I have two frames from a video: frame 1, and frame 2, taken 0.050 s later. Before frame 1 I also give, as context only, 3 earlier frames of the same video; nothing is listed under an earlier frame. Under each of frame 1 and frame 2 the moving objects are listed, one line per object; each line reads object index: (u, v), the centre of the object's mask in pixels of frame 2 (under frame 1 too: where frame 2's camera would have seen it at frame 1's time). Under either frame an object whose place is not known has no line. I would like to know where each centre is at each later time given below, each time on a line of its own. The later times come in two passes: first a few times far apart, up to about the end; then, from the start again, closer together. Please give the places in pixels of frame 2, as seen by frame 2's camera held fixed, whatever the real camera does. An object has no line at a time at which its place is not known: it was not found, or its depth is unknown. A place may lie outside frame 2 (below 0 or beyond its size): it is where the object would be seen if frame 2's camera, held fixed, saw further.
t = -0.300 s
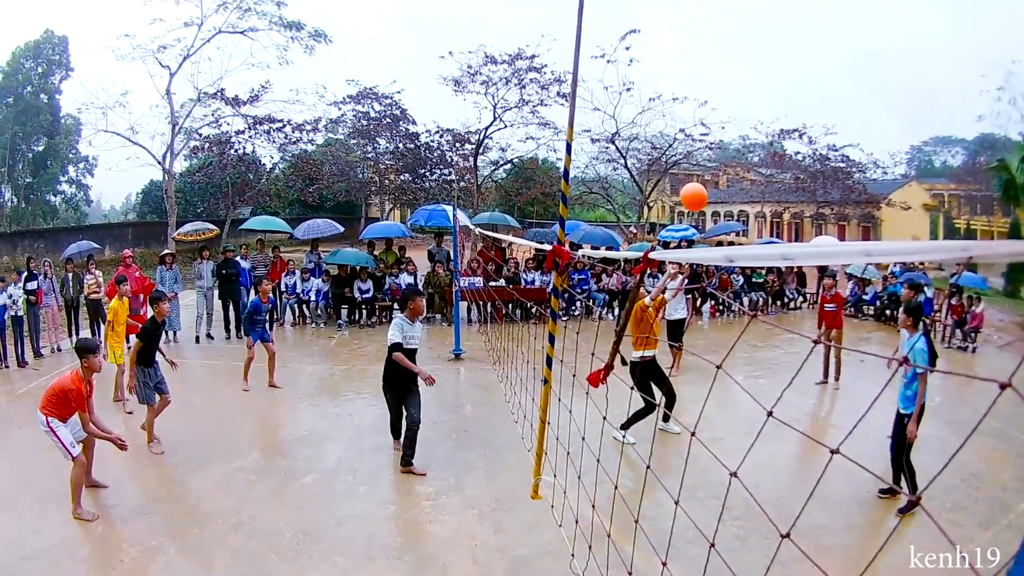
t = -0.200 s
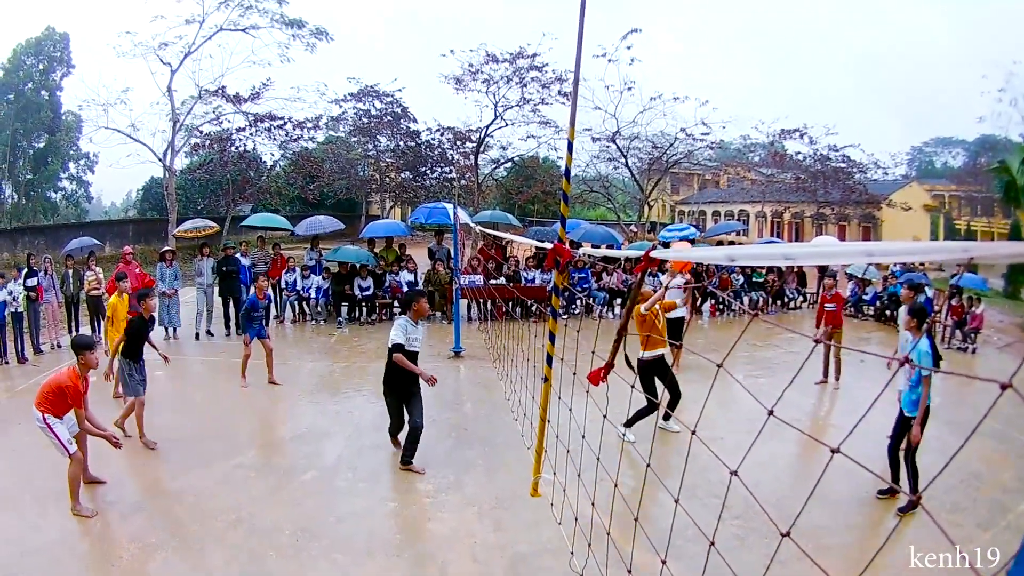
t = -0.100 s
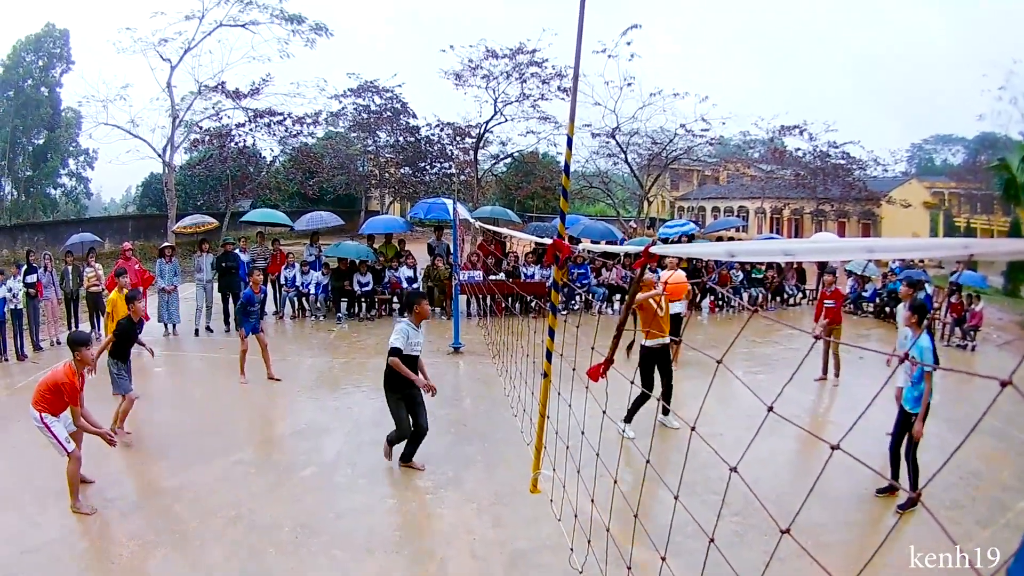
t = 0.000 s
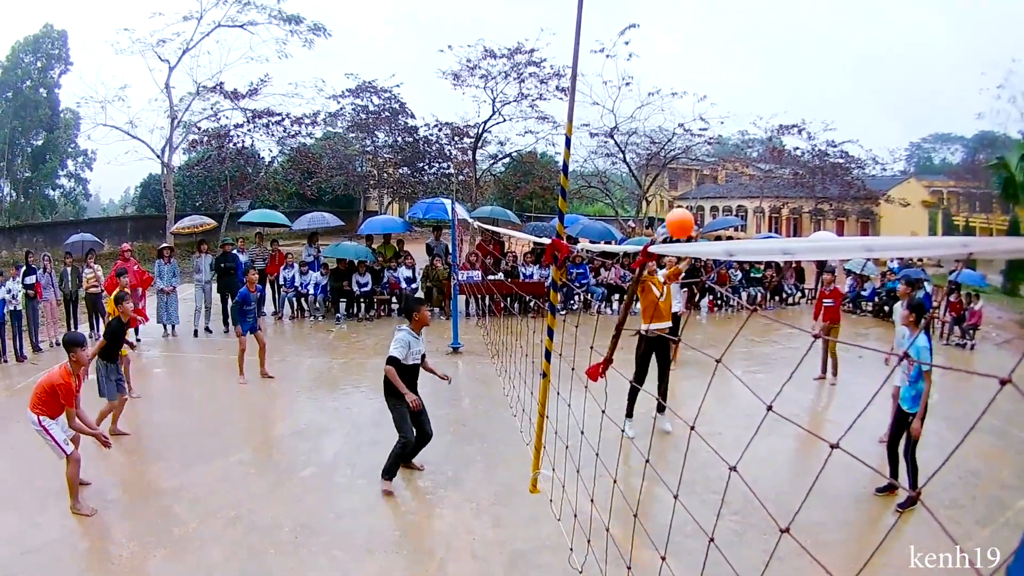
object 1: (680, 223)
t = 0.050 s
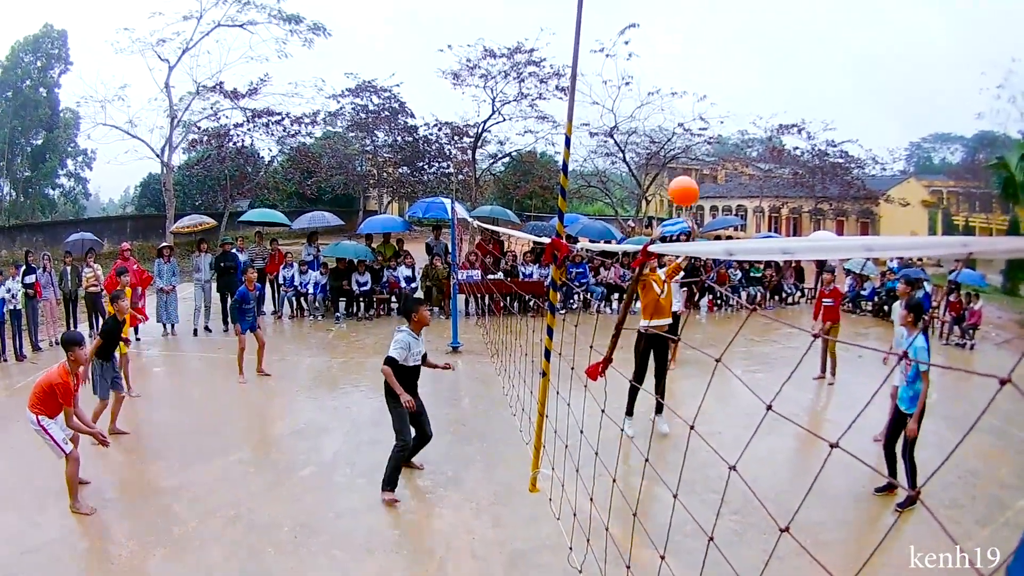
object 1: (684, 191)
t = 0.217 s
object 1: (696, 105)
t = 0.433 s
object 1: (710, 44)
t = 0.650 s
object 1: (727, 33)
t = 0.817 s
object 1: (748, 65)
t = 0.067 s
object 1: (685, 181)
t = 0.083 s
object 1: (686, 171)
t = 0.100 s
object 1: (687, 162)
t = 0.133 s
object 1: (690, 144)
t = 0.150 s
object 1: (691, 136)
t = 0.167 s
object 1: (692, 127)
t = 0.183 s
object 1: (693, 119)
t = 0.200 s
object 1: (694, 112)
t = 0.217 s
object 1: (696, 105)
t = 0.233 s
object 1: (697, 99)
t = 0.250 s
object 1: (699, 94)
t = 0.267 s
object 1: (699, 87)
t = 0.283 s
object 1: (701, 83)
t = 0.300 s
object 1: (702, 77)
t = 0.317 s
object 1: (703, 72)
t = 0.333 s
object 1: (704, 67)
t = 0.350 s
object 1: (705, 62)
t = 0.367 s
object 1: (706, 58)
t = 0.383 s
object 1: (708, 55)
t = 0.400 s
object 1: (708, 51)
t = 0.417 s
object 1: (709, 47)
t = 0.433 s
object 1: (710, 44)
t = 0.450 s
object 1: (711, 41)
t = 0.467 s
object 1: (712, 39)
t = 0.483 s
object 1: (713, 37)
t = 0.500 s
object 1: (714, 35)
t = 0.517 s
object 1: (716, 34)
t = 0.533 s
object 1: (717, 32)
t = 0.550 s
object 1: (719, 31)
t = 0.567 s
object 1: (720, 31)
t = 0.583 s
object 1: (721, 30)
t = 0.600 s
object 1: (723, 30)
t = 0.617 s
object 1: (724, 31)
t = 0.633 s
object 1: (726, 32)
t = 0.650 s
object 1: (727, 33)
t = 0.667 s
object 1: (729, 34)
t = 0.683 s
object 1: (731, 36)
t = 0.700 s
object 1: (732, 38)
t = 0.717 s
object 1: (734, 41)
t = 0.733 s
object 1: (737, 43)
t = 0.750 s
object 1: (739, 47)
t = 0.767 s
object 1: (741, 51)
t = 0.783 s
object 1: (743, 55)
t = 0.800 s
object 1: (746, 59)
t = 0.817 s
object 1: (748, 65)
